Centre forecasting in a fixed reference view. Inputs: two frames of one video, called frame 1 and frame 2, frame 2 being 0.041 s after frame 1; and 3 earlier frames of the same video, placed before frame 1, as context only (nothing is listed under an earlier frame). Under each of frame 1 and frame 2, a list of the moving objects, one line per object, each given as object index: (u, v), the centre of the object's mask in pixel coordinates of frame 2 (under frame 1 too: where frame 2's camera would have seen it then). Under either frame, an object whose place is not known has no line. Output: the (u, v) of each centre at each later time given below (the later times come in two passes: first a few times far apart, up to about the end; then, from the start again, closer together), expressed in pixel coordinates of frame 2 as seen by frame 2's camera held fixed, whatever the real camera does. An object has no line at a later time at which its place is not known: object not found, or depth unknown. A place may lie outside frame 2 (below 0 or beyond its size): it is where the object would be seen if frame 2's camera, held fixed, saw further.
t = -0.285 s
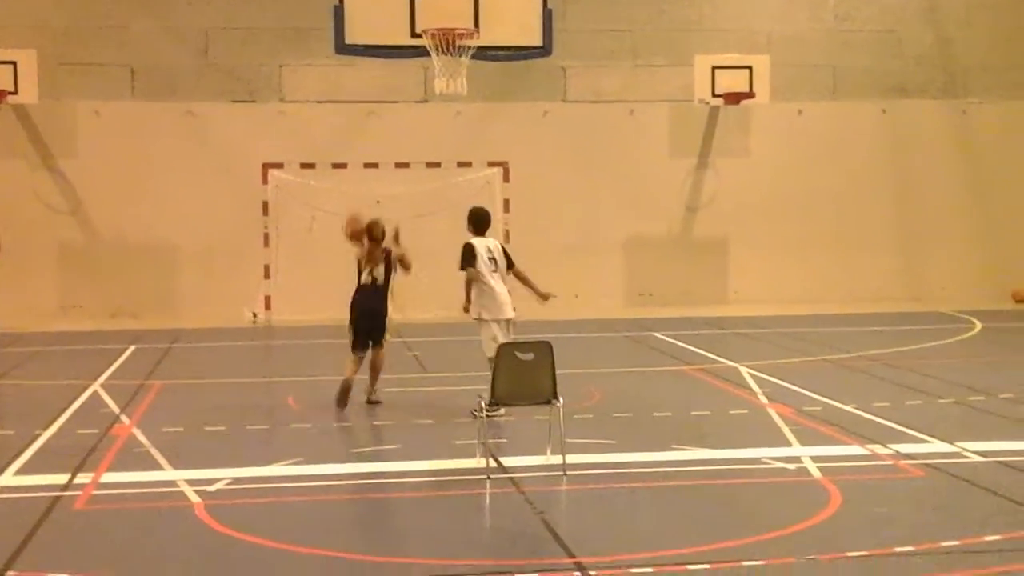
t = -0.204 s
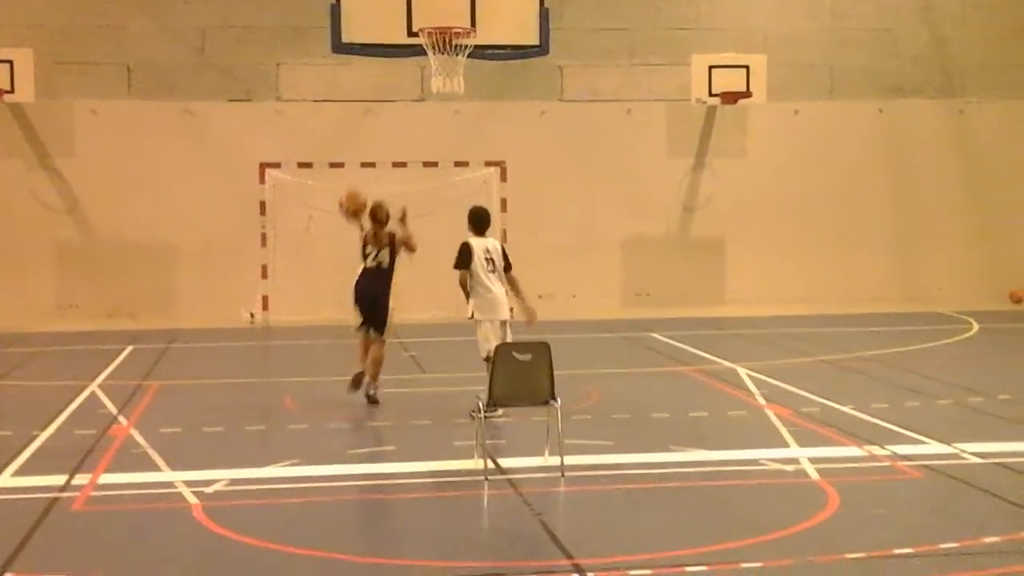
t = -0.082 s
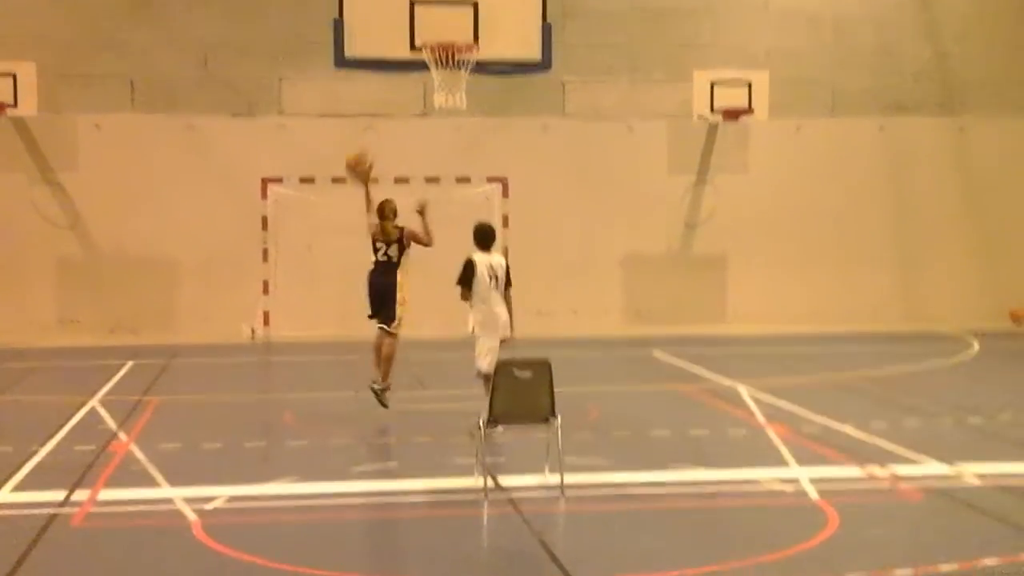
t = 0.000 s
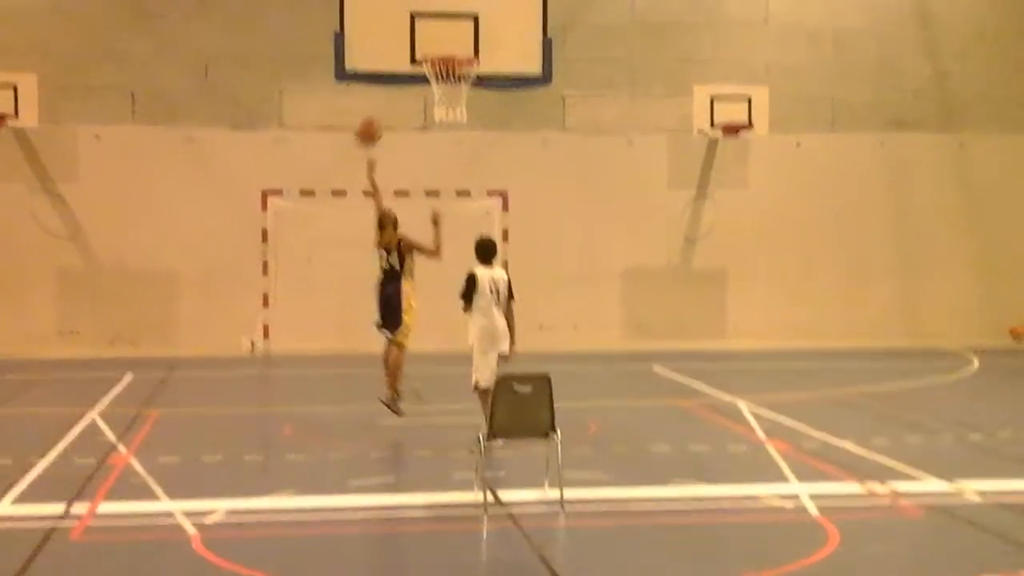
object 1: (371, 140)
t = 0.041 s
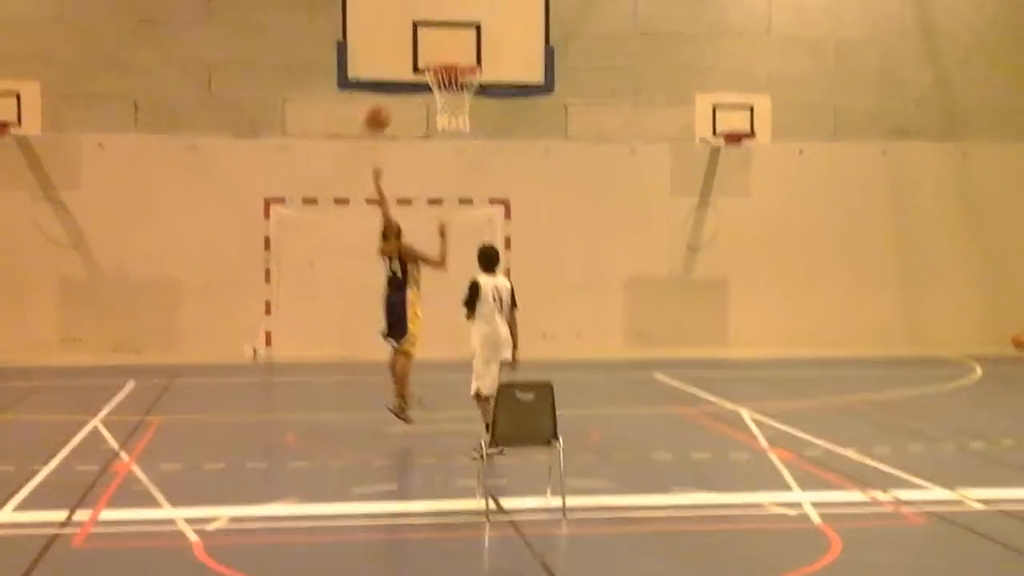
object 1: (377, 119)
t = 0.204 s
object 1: (399, 54)
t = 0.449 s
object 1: (428, 23)
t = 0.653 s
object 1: (452, 53)
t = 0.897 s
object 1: (465, 116)
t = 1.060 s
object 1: (461, 173)
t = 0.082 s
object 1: (383, 97)
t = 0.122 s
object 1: (387, 83)
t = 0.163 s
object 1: (394, 66)
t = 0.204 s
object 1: (399, 54)
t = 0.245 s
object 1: (404, 43)
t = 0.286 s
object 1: (409, 33)
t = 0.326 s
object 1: (414, 26)
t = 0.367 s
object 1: (419, 23)
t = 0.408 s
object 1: (424, 22)
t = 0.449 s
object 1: (428, 23)
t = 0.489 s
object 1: (433, 26)
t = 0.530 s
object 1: (437, 31)
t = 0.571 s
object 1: (442, 37)
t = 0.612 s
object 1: (447, 46)
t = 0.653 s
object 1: (452, 53)
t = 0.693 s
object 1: (460, 60)
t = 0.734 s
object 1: (465, 82)
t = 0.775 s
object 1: (471, 88)
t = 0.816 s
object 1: (465, 107)
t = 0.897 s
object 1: (465, 116)
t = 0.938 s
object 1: (463, 130)
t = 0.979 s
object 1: (463, 144)
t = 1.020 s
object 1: (462, 158)
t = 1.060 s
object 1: (461, 173)
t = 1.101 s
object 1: (461, 196)
